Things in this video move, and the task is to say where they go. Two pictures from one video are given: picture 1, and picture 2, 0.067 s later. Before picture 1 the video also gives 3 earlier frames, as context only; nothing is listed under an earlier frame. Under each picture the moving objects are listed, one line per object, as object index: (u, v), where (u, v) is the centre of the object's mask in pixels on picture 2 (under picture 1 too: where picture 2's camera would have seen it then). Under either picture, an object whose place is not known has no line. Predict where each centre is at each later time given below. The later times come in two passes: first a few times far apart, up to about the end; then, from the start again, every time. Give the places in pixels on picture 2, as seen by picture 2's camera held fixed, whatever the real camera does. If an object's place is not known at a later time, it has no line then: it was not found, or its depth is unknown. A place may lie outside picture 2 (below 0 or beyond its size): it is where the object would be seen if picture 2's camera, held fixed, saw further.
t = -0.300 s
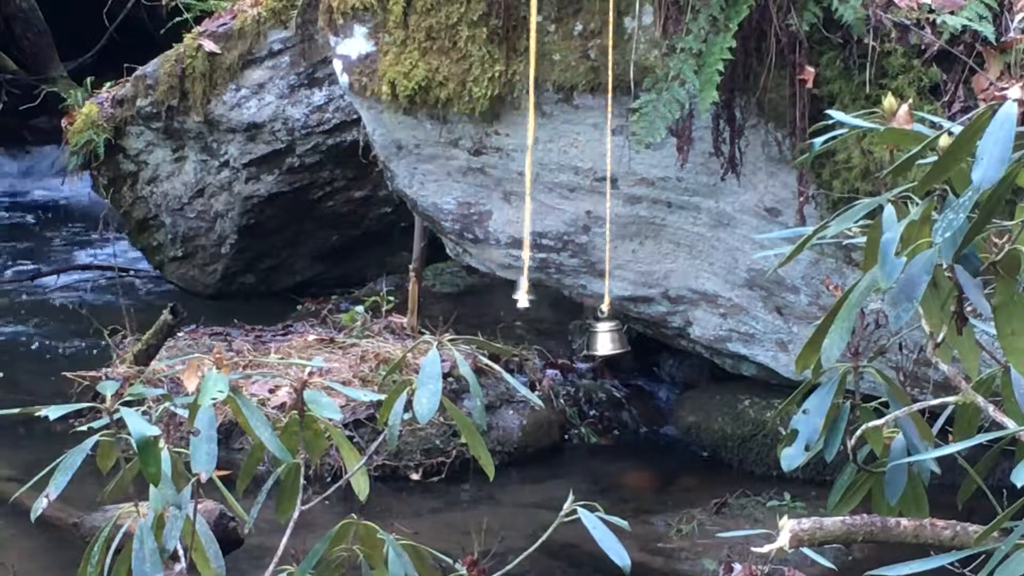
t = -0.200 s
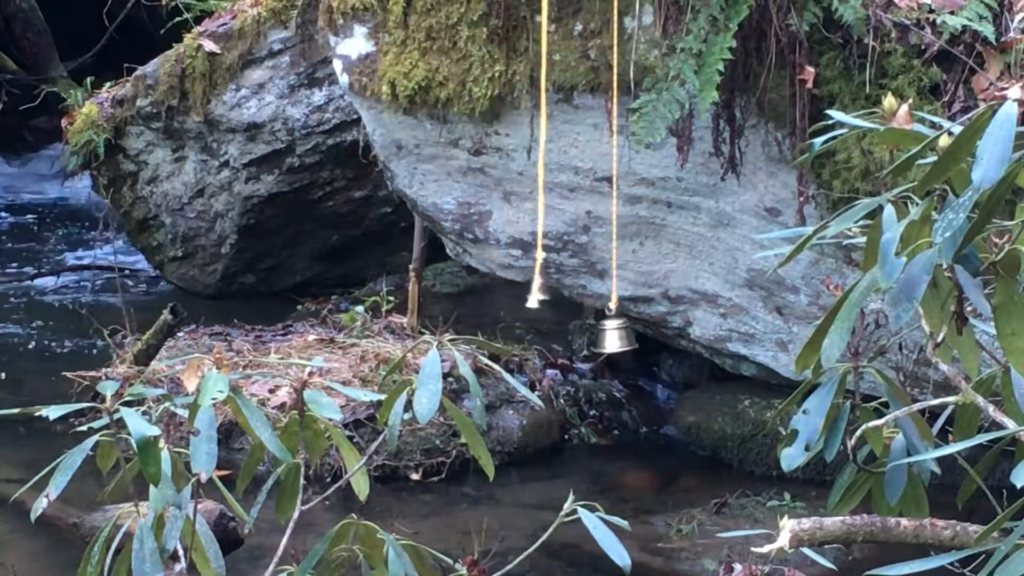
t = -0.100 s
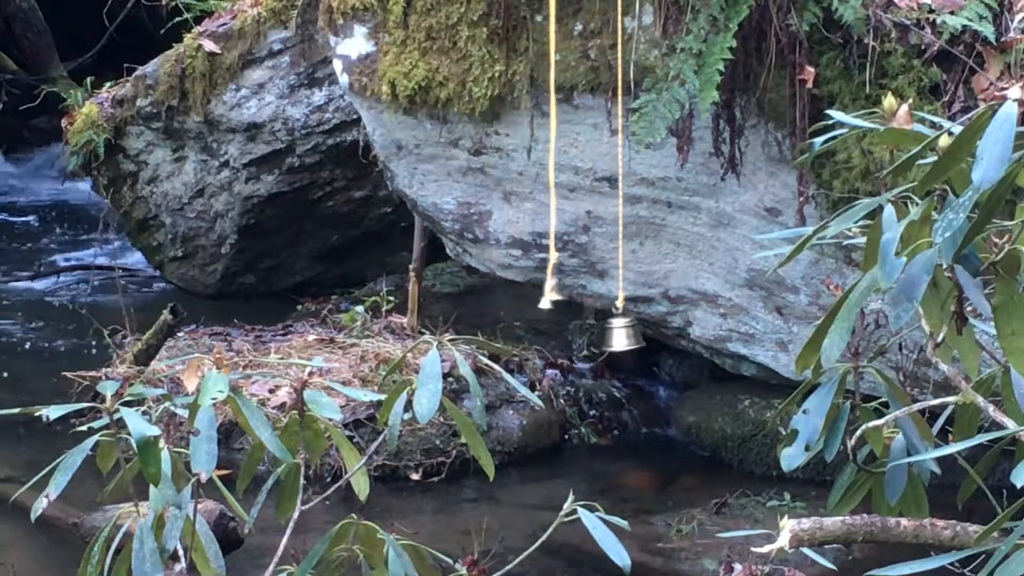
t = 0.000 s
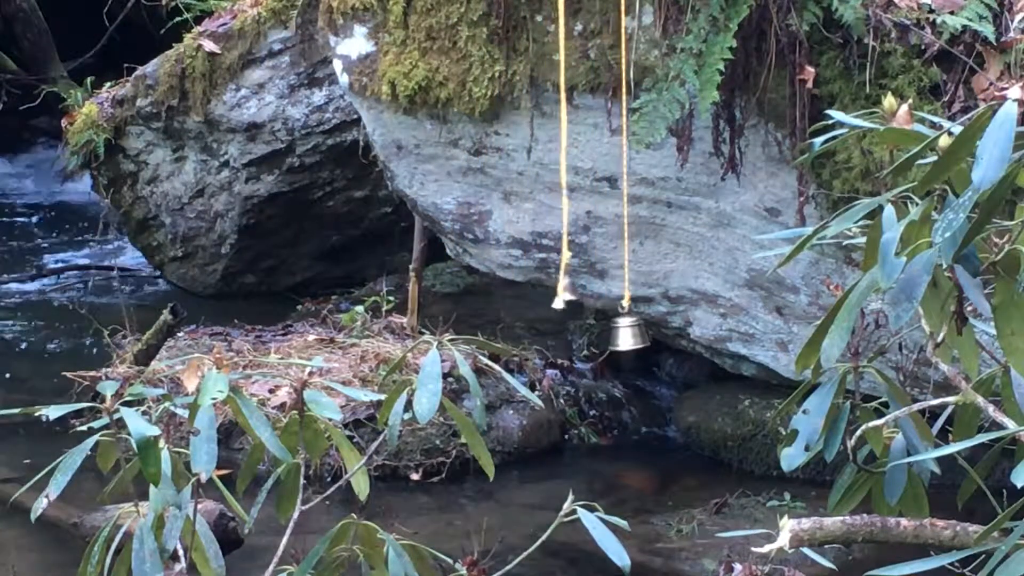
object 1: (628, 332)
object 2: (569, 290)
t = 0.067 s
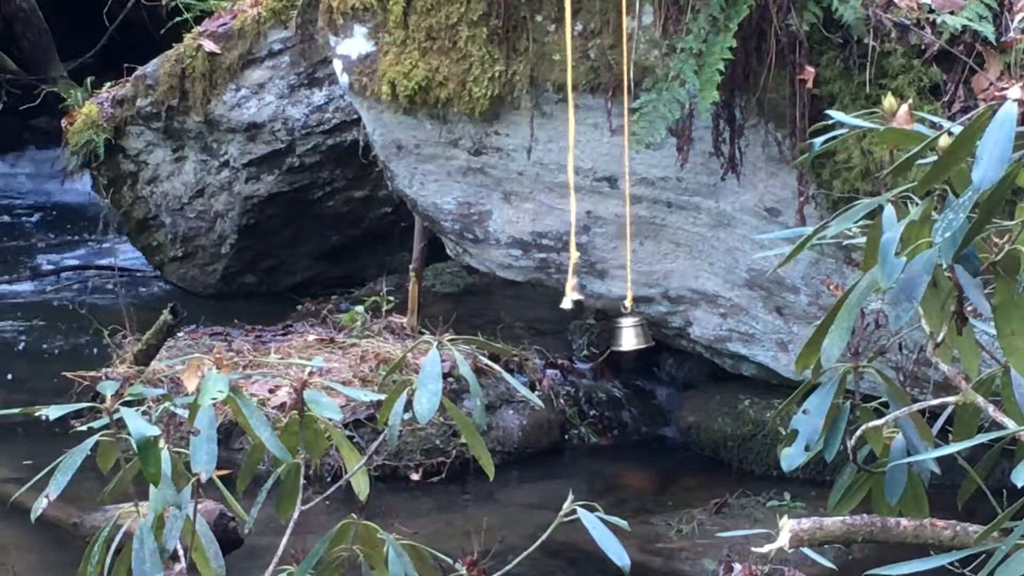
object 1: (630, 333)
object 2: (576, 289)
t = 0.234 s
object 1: (633, 335)
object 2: (593, 286)
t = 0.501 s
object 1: (626, 341)
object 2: (594, 282)
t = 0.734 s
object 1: (609, 345)
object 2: (585, 279)
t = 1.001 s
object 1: (585, 349)
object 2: (558, 277)
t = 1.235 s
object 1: (568, 351)
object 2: (533, 275)
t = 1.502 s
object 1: (564, 351)
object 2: (509, 275)
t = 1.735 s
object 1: (570, 348)
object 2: (499, 276)
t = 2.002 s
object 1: (591, 343)
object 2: (503, 278)
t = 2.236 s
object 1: (610, 340)
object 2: (521, 282)
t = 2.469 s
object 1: (628, 336)
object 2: (545, 286)
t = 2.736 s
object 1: (634, 334)
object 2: (577, 288)
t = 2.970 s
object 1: (625, 336)
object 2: (595, 286)
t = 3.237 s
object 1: (606, 343)
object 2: (597, 285)
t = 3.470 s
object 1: (586, 349)
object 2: (586, 283)
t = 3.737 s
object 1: (568, 350)
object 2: (564, 277)
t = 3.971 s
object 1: (564, 349)
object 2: (541, 275)
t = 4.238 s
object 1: (573, 350)
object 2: (521, 273)
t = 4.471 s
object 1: (591, 349)
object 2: (510, 275)
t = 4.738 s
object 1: (614, 343)
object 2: (508, 278)
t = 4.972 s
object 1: (628, 336)
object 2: (514, 281)
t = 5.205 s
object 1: (632, 333)
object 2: (529, 284)
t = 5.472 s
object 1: (624, 337)
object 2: (545, 285)
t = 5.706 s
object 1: (606, 341)
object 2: (559, 286)
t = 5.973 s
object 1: (585, 345)
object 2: (567, 285)
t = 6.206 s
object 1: (570, 348)
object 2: (566, 284)
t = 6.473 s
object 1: (566, 350)
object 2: (560, 282)
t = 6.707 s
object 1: (574, 352)
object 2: (543, 278)
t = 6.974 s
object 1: (592, 349)
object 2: (525, 279)
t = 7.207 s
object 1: (613, 344)
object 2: (509, 277)
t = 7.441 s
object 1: (626, 339)
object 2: (496, 277)
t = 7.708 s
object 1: (629, 336)
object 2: (491, 278)
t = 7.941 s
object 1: (621, 336)
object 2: (495, 279)
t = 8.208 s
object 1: (604, 338)
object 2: (508, 283)
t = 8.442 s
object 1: (585, 342)
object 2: (525, 284)
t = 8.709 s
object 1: (572, 346)
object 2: (544, 286)
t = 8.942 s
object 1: (568, 349)
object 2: (557, 285)
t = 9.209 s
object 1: (577, 351)
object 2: (562, 283)
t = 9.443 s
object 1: (594, 350)
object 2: (559, 284)
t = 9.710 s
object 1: (615, 347)
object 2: (547, 281)
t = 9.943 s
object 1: (625, 342)
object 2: (532, 280)
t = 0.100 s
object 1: (631, 333)
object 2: (580, 289)
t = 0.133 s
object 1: (632, 334)
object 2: (583, 289)
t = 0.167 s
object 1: (633, 333)
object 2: (586, 288)
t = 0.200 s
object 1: (633, 335)
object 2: (590, 288)
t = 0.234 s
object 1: (633, 335)
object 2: (593, 286)
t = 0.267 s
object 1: (633, 336)
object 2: (595, 285)
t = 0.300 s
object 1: (633, 336)
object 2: (597, 287)
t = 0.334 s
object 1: (632, 337)
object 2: (598, 286)
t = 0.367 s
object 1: (632, 338)
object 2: (601, 291)
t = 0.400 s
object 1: (631, 339)
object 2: (592, 290)
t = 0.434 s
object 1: (629, 339)
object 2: (594, 285)
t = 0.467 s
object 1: (628, 340)
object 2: (594, 282)
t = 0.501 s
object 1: (626, 341)
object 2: (594, 282)
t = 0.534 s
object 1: (625, 341)
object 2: (594, 281)
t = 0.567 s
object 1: (623, 342)
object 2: (593, 281)
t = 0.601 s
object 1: (620, 343)
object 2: (593, 281)
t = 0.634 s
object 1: (617, 344)
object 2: (591, 281)
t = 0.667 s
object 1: (614, 344)
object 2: (590, 280)
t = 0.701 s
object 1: (612, 345)
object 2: (587, 280)
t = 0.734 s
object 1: (609, 345)
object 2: (585, 279)
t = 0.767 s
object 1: (606, 346)
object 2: (583, 279)
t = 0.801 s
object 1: (603, 346)
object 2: (580, 279)
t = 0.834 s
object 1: (599, 348)
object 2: (577, 278)
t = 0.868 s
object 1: (597, 347)
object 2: (574, 278)
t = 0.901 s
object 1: (595, 348)
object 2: (570, 277)
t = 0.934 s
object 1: (591, 348)
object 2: (566, 277)
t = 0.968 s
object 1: (588, 348)
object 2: (562, 277)
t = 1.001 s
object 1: (585, 349)
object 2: (558, 277)
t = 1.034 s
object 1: (581, 349)
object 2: (554, 276)
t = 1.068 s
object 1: (579, 349)
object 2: (549, 275)
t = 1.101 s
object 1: (578, 350)
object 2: (546, 276)
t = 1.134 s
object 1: (575, 350)
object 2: (543, 276)
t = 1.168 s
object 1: (573, 350)
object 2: (539, 276)
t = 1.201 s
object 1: (570, 351)
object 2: (536, 275)
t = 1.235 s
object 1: (568, 351)
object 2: (533, 275)
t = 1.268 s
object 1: (566, 352)
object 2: (529, 275)
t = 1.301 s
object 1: (565, 352)
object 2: (525, 274)
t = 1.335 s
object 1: (564, 352)
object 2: (521, 273)
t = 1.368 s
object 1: (564, 351)
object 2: (518, 273)
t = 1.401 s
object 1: (564, 352)
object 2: (516, 274)
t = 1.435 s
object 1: (564, 351)
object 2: (515, 275)
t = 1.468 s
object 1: (564, 351)
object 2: (511, 275)
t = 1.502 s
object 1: (564, 351)
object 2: (509, 275)
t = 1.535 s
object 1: (564, 351)
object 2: (506, 275)
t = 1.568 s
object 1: (563, 350)
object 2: (504, 275)
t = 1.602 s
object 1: (564, 350)
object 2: (502, 275)
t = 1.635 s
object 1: (564, 349)
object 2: (501, 275)
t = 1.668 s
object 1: (567, 349)
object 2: (500, 275)
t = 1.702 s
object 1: (568, 349)
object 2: (500, 275)
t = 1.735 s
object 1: (570, 348)
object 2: (499, 276)
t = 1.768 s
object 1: (572, 348)
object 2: (499, 278)
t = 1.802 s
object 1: (574, 347)
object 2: (499, 278)
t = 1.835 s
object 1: (577, 346)
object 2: (499, 278)
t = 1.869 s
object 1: (580, 345)
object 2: (498, 279)
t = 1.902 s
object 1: (583, 345)
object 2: (498, 279)
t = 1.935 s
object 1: (586, 344)
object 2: (501, 278)
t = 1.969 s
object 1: (588, 344)
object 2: (502, 277)
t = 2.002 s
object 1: (591, 343)
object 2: (503, 278)
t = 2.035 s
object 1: (594, 343)
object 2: (506, 280)
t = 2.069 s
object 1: (596, 342)
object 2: (508, 280)
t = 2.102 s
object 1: (600, 343)
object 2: (511, 279)
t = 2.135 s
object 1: (602, 342)
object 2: (514, 280)
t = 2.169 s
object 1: (606, 341)
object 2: (516, 281)
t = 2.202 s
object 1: (608, 341)
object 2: (519, 281)
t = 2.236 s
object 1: (610, 340)
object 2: (521, 282)
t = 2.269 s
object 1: (611, 340)
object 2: (525, 281)
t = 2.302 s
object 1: (617, 339)
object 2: (528, 283)
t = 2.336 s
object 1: (619, 338)
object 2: (530, 284)
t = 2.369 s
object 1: (622, 337)
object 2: (535, 285)
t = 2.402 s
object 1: (623, 337)
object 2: (539, 286)
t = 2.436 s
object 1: (626, 336)
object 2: (542, 286)
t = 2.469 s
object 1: (628, 336)
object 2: (545, 286)
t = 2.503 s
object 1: (629, 335)
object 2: (548, 286)
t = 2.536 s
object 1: (631, 335)
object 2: (552, 287)
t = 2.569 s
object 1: (632, 334)
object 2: (556, 287)
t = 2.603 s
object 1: (633, 334)
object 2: (562, 287)
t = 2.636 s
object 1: (634, 334)
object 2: (565, 288)
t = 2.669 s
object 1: (634, 334)
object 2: (570, 288)
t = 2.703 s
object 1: (634, 334)
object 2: (574, 288)
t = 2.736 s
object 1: (634, 334)
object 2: (577, 288)
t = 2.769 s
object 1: (633, 334)
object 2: (580, 288)
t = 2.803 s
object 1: (633, 334)
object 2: (583, 287)
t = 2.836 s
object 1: (633, 334)
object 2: (586, 285)
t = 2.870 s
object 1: (632, 335)
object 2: (589, 286)
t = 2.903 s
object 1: (630, 335)
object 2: (591, 286)
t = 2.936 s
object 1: (628, 336)
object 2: (593, 286)
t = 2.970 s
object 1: (625, 336)
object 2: (595, 286)
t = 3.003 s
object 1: (624, 337)
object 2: (596, 286)
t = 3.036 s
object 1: (622, 338)
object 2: (598, 284)
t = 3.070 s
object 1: (619, 339)
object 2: (598, 284)
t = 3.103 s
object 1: (617, 340)
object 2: (599, 285)
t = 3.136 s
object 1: (615, 341)
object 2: (600, 283)
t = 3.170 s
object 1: (612, 342)
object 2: (599, 285)
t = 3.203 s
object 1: (609, 342)
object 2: (599, 284)
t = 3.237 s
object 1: (606, 343)
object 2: (597, 285)
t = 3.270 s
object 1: (604, 344)
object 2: (596, 284)
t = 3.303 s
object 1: (601, 345)
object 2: (595, 283)
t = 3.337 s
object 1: (598, 346)
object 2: (594, 283)
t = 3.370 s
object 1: (595, 347)
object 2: (593, 282)
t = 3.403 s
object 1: (591, 348)
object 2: (591, 282)
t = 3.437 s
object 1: (589, 348)
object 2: (589, 284)
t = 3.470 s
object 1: (586, 349)
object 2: (586, 283)
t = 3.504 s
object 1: (582, 350)
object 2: (583, 283)
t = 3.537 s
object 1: (580, 350)
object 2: (581, 282)
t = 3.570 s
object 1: (577, 350)
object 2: (579, 281)
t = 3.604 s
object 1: (575, 350)
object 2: (577, 281)
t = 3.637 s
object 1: (573, 351)
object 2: (572, 279)
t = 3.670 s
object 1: (571, 350)
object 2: (569, 279)
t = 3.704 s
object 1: (569, 351)
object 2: (567, 277)
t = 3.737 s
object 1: (568, 350)
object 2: (564, 277)
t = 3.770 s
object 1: (566, 351)
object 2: (561, 276)
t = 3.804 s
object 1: (565, 350)
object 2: (558, 276)
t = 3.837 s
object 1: (565, 350)
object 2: (555, 276)
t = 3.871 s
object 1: (565, 350)
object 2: (551, 276)
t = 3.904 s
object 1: (564, 350)
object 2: (548, 275)
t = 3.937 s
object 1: (564, 349)
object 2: (545, 274)
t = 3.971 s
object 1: (564, 349)
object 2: (541, 275)
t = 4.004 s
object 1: (564, 349)
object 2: (538, 275)
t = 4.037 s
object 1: (565, 349)
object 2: (534, 275)
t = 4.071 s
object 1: (565, 349)
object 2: (532, 274)
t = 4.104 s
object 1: (566, 349)
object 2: (529, 274)
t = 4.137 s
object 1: (567, 350)
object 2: (527, 275)
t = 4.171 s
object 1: (569, 349)
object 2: (526, 274)
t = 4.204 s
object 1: (571, 349)
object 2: (523, 274)
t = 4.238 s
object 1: (573, 350)
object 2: (521, 273)
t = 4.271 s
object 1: (574, 350)
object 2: (519, 272)
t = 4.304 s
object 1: (576, 350)
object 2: (517, 272)
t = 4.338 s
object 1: (579, 349)
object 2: (516, 273)
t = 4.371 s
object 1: (582, 349)
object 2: (514, 273)
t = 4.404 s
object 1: (585, 349)
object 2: (513, 273)
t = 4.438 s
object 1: (588, 349)
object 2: (511, 274)
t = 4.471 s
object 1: (591, 349)
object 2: (510, 275)
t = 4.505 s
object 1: (594, 349)
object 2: (509, 276)
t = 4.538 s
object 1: (596, 348)
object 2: (508, 276)
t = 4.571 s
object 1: (600, 347)
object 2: (507, 276)
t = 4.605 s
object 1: (604, 346)
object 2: (507, 277)
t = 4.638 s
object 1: (605, 345)
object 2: (507, 277)
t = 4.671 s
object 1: (608, 345)
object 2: (508, 277)
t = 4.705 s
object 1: (611, 343)
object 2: (508, 278)
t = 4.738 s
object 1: (614, 343)
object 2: (508, 278)
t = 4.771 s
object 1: (617, 341)
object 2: (509, 279)
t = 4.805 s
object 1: (619, 340)
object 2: (510, 279)
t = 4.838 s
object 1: (621, 340)
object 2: (511, 280)
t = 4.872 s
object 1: (623, 339)
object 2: (512, 280)
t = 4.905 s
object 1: (625, 338)
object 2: (513, 280)
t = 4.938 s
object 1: (627, 337)
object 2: (514, 280)
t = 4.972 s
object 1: (628, 336)
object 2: (514, 281)
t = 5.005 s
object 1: (630, 336)
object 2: (516, 281)
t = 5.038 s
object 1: (631, 335)
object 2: (519, 282)
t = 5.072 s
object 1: (632, 334)
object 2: (522, 282)
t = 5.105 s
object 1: (632, 334)
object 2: (523, 284)
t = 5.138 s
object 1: (632, 333)
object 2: (525, 284)
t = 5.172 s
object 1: (632, 333)
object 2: (528, 284)
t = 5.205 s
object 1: (632, 333)
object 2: (529, 284)
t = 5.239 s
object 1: (632, 333)
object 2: (531, 285)
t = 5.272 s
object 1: (631, 333)
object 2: (533, 285)
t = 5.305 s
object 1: (630, 333)
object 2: (535, 285)
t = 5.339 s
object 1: (630, 334)
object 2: (536, 285)
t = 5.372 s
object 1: (629, 334)
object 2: (539, 285)
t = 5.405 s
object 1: (627, 335)
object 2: (541, 286)
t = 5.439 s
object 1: (626, 336)
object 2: (543, 286)
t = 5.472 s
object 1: (624, 337)
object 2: (545, 285)
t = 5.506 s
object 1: (622, 337)
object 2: (548, 285)
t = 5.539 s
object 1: (619, 338)
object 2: (550, 286)
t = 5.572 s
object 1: (617, 338)
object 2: (552, 285)
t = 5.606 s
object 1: (615, 339)
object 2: (553, 285)
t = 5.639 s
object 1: (611, 340)
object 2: (556, 286)
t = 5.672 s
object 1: (607, 341)
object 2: (557, 286)
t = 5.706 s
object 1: (606, 341)
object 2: (559, 286)
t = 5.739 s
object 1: (604, 342)
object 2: (561, 286)
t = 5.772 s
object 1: (601, 342)
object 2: (563, 286)
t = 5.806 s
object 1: (598, 342)
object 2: (564, 287)
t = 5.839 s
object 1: (595, 343)
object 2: (565, 287)
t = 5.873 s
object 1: (594, 344)
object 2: (567, 286)
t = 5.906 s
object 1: (590, 344)
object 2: (567, 286)
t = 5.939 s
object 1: (587, 345)
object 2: (567, 286)
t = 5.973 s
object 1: (585, 345)
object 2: (567, 285)
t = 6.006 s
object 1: (584, 345)
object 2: (567, 285)
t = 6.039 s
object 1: (586, 344)
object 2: (567, 285)
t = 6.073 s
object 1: (585, 344)
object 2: (567, 285)
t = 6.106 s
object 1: (575, 346)
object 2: (567, 284)
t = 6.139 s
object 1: (573, 347)
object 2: (567, 284)
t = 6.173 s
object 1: (572, 348)
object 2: (567, 284)
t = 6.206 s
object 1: (570, 348)
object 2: (566, 284)
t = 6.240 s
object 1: (568, 348)
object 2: (565, 284)
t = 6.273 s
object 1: (567, 349)
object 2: (565, 284)
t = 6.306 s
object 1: (566, 349)
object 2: (564, 284)
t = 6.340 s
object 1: (566, 349)
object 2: (563, 284)
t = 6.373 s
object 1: (566, 349)
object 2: (562, 284)
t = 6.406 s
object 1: (566, 349)
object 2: (562, 283)
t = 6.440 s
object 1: (566, 350)
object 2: (560, 283)
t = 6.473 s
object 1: (566, 350)
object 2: (560, 282)
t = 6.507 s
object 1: (566, 351)
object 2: (558, 281)
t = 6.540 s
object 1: (566, 351)
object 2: (558, 281)
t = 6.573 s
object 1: (567, 351)
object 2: (557, 282)
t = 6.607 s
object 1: (568, 351)
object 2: (551, 282)
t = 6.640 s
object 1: (569, 351)
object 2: (546, 281)
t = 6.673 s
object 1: (572, 351)
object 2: (545, 279)
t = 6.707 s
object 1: (574, 352)
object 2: (543, 278)
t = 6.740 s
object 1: (575, 352)
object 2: (542, 278)
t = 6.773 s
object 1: (578, 351)
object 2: (539, 279)
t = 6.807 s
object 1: (580, 351)
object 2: (537, 279)
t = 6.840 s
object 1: (583, 351)
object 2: (535, 279)
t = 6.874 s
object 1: (586, 350)
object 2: (532, 279)
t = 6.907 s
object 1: (588, 349)
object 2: (530, 279)
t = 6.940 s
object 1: (590, 349)
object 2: (527, 279)
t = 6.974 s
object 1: (592, 349)
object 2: (525, 279)
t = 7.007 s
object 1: (595, 348)
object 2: (523, 279)
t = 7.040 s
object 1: (598, 348)
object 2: (521, 278)
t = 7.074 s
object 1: (603, 346)
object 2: (518, 278)
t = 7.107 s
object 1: (604, 346)
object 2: (515, 279)
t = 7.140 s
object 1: (607, 345)
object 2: (513, 278)
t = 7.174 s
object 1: (610, 345)
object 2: (511, 278)
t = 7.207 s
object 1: (613, 344)
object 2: (509, 277)
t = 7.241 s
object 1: (615, 344)
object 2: (507, 277)
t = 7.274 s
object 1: (617, 343)
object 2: (505, 276)
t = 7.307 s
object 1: (619, 342)
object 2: (503, 276)
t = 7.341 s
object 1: (622, 341)
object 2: (501, 276)
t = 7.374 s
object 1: (623, 341)
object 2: (500, 276)
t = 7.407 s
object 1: (625, 340)
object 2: (498, 276)
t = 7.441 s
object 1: (626, 339)
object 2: (496, 277)
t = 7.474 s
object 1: (627, 339)
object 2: (495, 277)
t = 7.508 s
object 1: (628, 338)
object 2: (494, 278)
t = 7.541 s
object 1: (629, 338)
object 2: (493, 278)
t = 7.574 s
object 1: (629, 338)
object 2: (492, 278)
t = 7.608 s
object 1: (629, 337)
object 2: (492, 278)
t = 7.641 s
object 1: (630, 337)
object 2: (492, 278)
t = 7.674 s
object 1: (629, 337)
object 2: (491, 278)
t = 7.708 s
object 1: (629, 336)
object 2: (491, 278)
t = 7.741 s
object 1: (629, 336)
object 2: (491, 278)
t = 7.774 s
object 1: (628, 336)
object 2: (491, 278)
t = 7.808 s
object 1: (628, 336)
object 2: (491, 278)
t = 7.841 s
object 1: (626, 336)
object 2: (492, 278)
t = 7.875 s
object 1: (625, 336)
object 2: (493, 278)
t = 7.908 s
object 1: (623, 336)
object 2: (494, 279)
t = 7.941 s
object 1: (621, 336)
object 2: (495, 279)
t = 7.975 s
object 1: (618, 337)
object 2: (496, 280)
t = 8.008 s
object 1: (616, 337)
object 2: (497, 280)
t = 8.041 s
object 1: (615, 337)
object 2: (499, 281)
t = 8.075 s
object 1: (613, 337)
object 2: (500, 282)
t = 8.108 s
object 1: (610, 337)
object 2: (502, 282)
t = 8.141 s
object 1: (607, 338)
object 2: (504, 282)
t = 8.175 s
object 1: (606, 338)
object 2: (506, 282)
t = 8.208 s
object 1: (604, 338)
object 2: (508, 283)
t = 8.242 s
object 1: (601, 338)
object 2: (510, 283)
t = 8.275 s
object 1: (599, 339)
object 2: (512, 283)
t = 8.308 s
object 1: (596, 339)
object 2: (514, 284)
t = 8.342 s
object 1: (592, 341)
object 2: (517, 284)
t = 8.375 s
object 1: (590, 341)
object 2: (520, 284)
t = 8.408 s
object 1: (587, 341)
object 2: (522, 284)
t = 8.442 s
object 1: (585, 342)
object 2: (525, 284)
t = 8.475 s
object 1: (582, 343)
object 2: (527, 285)
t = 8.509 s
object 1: (580, 343)
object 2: (530, 285)
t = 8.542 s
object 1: (579, 343)
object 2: (532, 285)
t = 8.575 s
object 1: (577, 344)
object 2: (535, 285)
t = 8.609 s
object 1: (575, 344)
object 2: (538, 284)
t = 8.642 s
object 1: (574, 345)
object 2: (539, 285)
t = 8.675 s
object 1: (573, 345)
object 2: (541, 285)
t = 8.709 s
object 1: (572, 346)
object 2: (544, 286)
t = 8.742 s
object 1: (572, 346)
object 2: (546, 286)
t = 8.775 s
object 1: (569, 347)
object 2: (548, 285)
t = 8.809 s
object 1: (568, 348)
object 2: (550, 286)
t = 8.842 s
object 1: (567, 349)
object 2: (552, 286)
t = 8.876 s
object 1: (567, 349)
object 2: (554, 285)
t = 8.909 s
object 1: (567, 349)
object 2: (556, 284)
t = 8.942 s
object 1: (568, 349)
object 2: (557, 285)
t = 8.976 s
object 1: (568, 350)
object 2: (558, 284)
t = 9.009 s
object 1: (569, 350)
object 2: (559, 285)
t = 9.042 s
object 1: (570, 350)
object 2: (560, 284)
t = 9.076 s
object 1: (571, 350)
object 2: (562, 283)
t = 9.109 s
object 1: (572, 350)
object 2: (562, 284)
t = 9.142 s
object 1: (573, 350)
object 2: (562, 284)
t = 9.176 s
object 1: (575, 350)
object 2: (562, 283)
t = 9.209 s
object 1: (577, 351)
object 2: (562, 283)
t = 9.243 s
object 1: (580, 350)
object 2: (563, 283)
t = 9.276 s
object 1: (582, 350)
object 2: (563, 283)
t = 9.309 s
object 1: (584, 350)
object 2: (562, 283)
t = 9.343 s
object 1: (586, 350)
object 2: (561, 285)
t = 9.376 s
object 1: (589, 350)
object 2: (561, 284)
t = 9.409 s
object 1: (591, 350)
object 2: (560, 284)
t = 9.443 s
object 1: (594, 350)
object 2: (559, 284)
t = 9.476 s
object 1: (596, 350)
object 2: (558, 284)
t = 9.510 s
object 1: (599, 350)
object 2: (557, 283)
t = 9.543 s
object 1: (603, 348)
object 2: (555, 283)
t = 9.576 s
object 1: (605, 349)
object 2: (553, 282)
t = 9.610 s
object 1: (607, 349)
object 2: (552, 282)
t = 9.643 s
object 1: (609, 349)
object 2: (551, 281)
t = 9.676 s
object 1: (609, 348)
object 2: (549, 281)
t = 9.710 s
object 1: (615, 347)
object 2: (547, 281)
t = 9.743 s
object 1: (616, 347)
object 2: (545, 281)
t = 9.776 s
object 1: (617, 347)
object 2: (543, 280)
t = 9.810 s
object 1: (619, 346)
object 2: (540, 280)
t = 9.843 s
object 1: (621, 345)
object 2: (538, 280)
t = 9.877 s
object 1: (623, 344)
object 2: (536, 281)
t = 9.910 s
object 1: (624, 343)
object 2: (534, 280)
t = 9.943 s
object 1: (625, 342)
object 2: (532, 280)
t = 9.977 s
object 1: (626, 342)
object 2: (531, 280)
